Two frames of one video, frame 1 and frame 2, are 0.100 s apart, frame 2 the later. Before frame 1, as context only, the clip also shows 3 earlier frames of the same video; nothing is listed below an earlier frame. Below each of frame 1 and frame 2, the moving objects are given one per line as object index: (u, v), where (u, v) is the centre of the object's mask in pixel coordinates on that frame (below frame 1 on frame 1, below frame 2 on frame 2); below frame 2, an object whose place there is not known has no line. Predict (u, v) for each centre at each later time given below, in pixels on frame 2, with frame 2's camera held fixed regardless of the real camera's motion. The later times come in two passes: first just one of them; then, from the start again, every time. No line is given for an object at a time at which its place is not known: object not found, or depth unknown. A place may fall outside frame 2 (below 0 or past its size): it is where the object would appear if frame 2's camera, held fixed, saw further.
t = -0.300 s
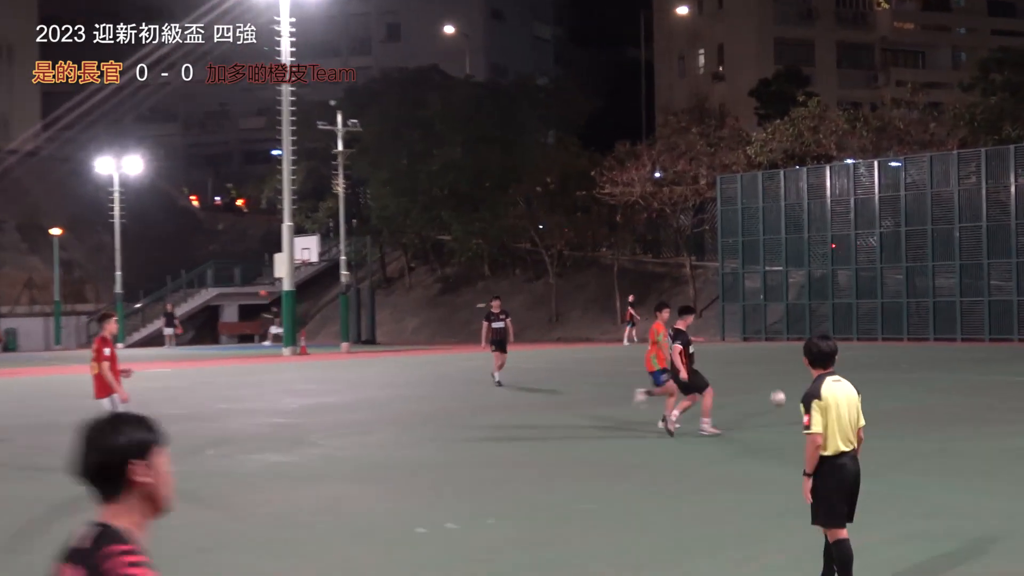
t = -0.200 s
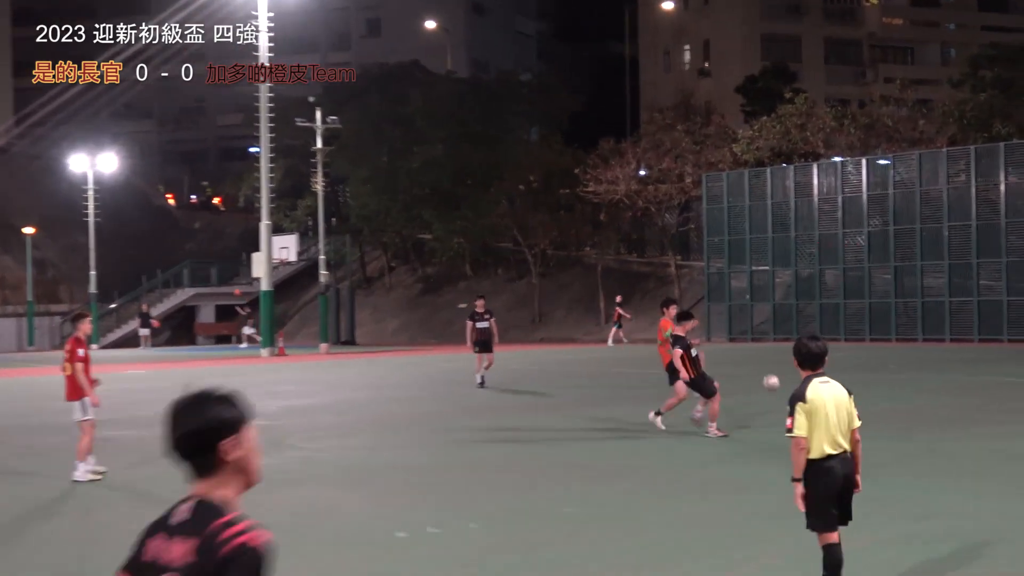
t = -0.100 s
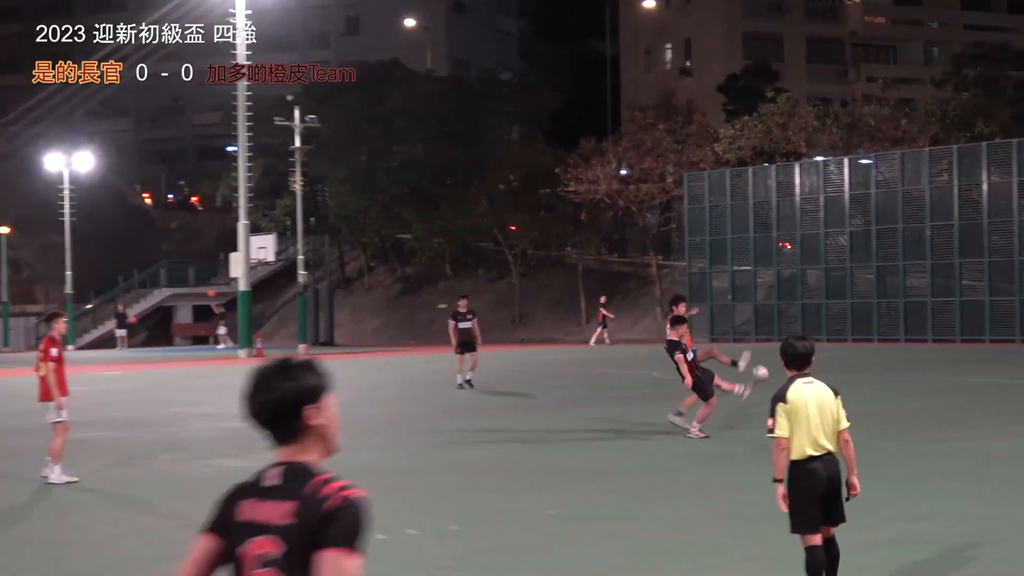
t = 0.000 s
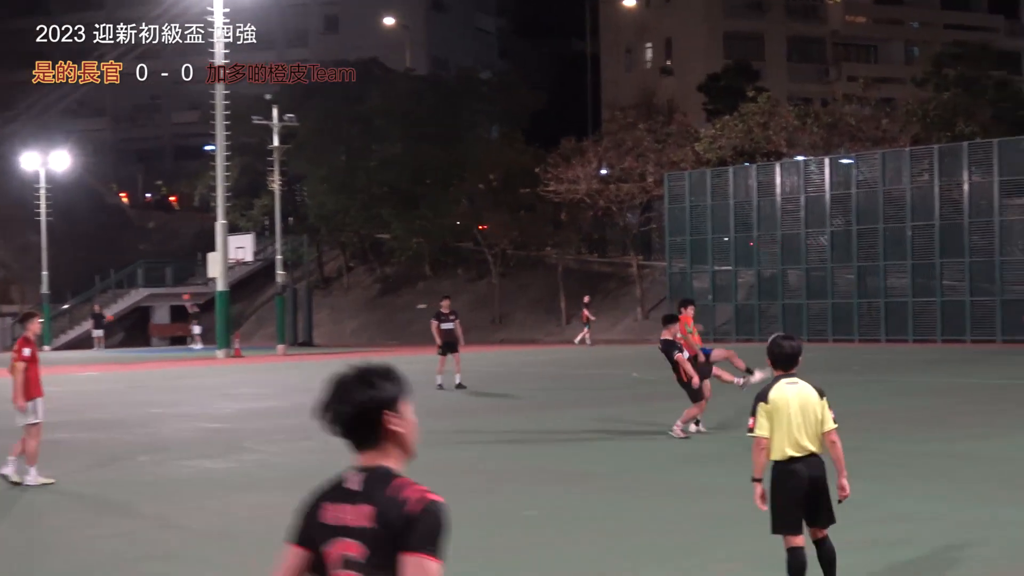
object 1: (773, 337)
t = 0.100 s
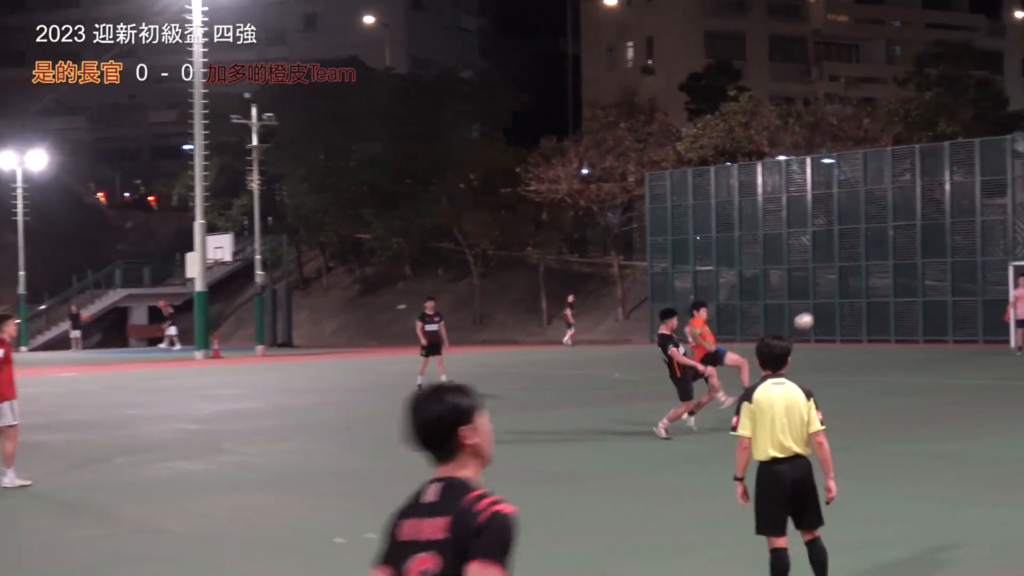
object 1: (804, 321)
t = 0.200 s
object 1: (844, 308)
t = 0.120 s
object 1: (811, 318)
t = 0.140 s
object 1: (819, 316)
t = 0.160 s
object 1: (827, 313)
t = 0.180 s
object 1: (836, 311)
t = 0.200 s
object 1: (844, 308)
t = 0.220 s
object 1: (852, 308)
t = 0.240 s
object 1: (859, 306)
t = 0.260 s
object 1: (867, 305)
